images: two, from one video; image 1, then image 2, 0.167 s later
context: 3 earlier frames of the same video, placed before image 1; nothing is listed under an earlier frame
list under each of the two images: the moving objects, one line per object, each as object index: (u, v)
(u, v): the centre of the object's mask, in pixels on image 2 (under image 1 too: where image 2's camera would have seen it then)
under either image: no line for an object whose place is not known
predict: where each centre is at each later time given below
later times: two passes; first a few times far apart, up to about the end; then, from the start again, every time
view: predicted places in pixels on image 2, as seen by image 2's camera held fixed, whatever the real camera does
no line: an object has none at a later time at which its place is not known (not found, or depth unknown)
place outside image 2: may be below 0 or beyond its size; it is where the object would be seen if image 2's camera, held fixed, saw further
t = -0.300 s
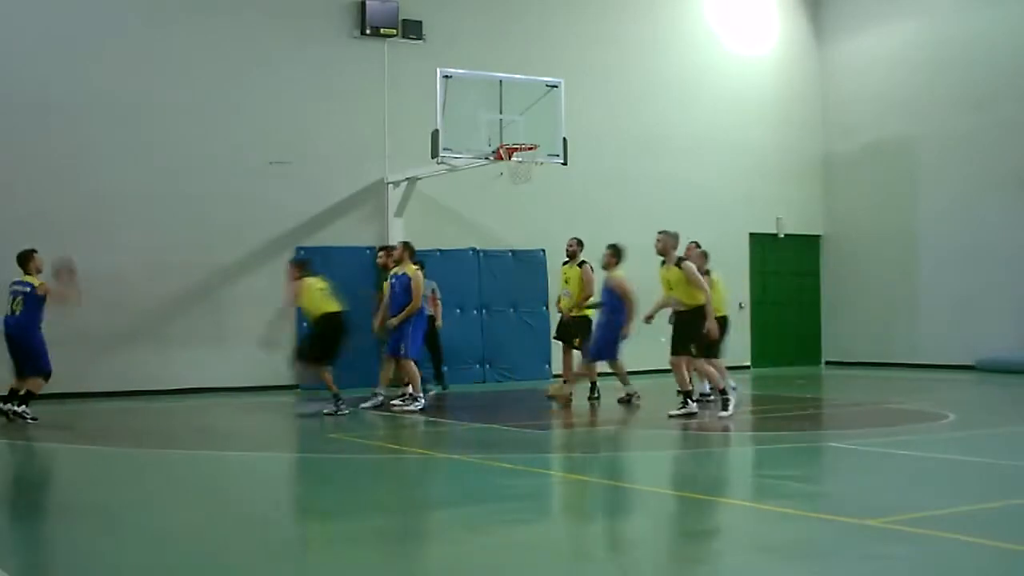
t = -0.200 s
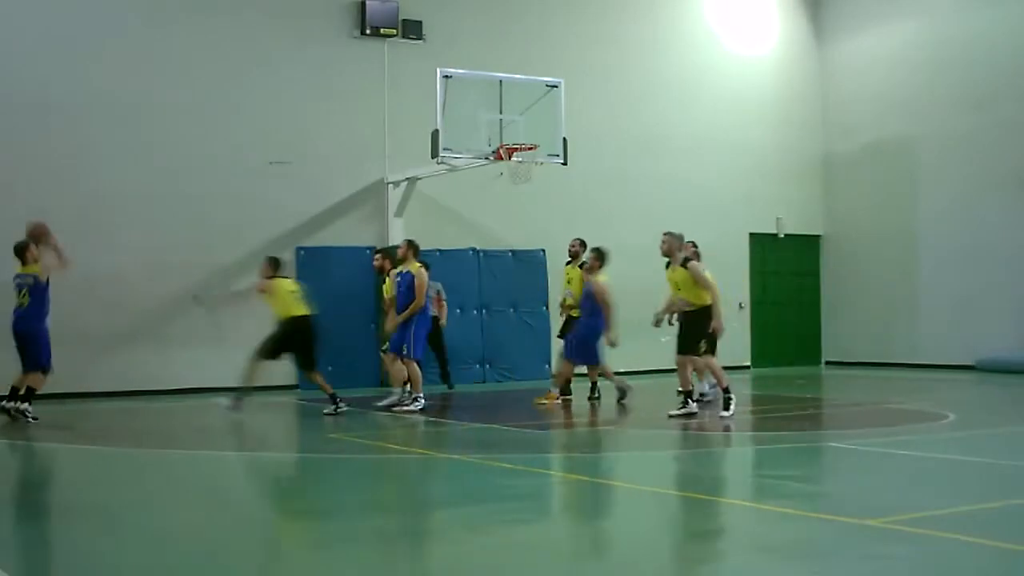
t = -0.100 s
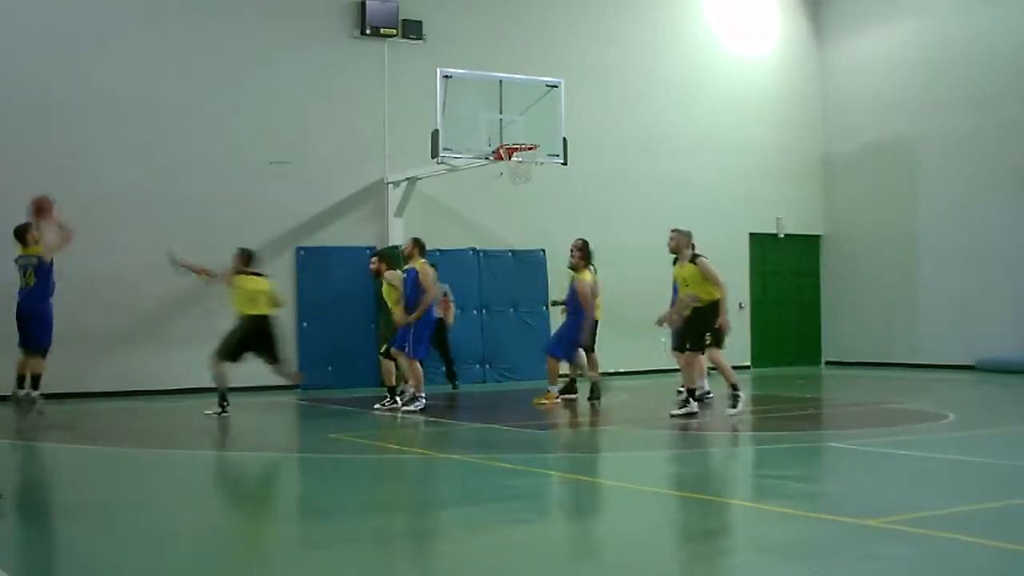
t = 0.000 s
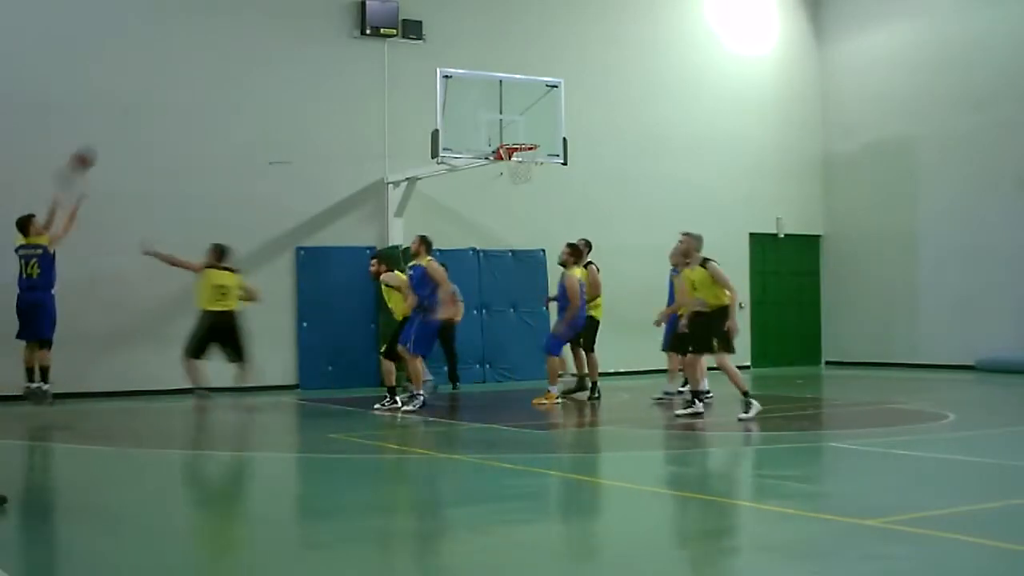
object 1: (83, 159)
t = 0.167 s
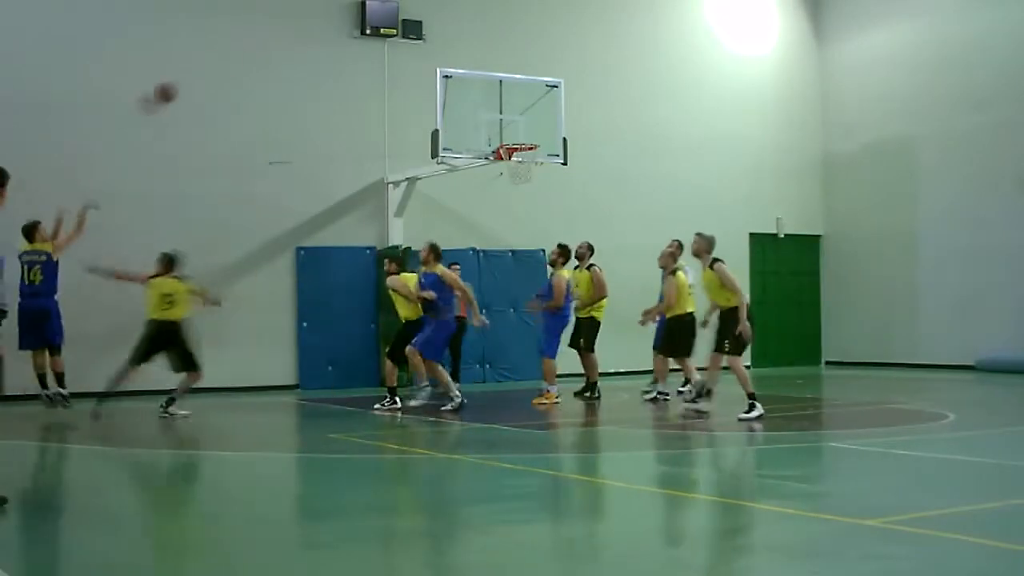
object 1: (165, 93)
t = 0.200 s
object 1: (179, 84)
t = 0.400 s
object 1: (271, 46)
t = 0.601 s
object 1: (356, 43)
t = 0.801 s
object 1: (438, 73)
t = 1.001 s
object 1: (513, 134)
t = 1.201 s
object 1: (534, 94)
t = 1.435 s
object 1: (562, 82)
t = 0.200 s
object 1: (179, 84)
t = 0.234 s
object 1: (195, 75)
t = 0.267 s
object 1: (210, 67)
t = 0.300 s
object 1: (225, 60)
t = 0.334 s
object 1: (242, 54)
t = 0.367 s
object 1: (257, 49)
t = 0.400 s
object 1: (271, 46)
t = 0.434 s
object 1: (286, 43)
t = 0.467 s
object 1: (301, 41)
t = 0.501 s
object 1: (314, 40)
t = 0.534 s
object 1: (329, 39)
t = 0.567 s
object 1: (341, 41)
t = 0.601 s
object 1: (356, 43)
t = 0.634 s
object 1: (369, 46)
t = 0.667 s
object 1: (383, 49)
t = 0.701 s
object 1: (397, 55)
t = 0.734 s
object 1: (411, 60)
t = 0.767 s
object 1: (424, 66)
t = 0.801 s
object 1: (438, 73)
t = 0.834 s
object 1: (450, 83)
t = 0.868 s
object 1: (464, 92)
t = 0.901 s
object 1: (476, 101)
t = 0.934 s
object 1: (489, 112)
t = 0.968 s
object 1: (501, 124)
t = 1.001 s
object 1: (513, 134)
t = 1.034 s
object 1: (516, 128)
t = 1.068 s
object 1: (521, 119)
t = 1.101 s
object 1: (524, 112)
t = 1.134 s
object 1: (527, 105)
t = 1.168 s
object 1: (530, 99)
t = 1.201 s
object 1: (534, 94)
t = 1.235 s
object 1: (539, 90)
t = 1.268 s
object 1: (542, 86)
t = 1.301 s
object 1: (547, 83)
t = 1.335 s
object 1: (550, 82)
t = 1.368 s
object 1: (554, 81)
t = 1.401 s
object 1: (558, 81)
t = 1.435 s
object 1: (562, 82)
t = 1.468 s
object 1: (566, 84)
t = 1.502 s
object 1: (570, 87)
